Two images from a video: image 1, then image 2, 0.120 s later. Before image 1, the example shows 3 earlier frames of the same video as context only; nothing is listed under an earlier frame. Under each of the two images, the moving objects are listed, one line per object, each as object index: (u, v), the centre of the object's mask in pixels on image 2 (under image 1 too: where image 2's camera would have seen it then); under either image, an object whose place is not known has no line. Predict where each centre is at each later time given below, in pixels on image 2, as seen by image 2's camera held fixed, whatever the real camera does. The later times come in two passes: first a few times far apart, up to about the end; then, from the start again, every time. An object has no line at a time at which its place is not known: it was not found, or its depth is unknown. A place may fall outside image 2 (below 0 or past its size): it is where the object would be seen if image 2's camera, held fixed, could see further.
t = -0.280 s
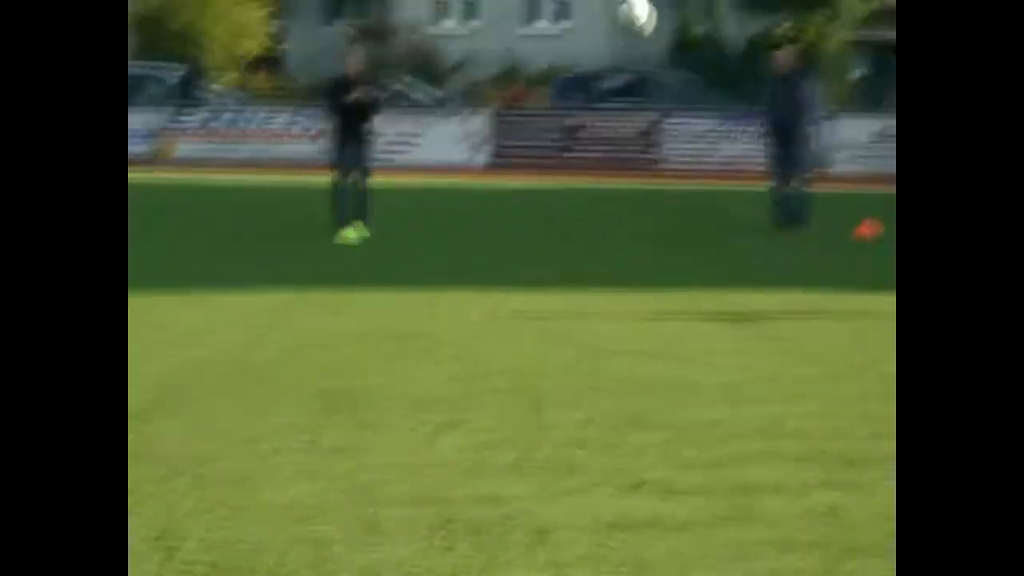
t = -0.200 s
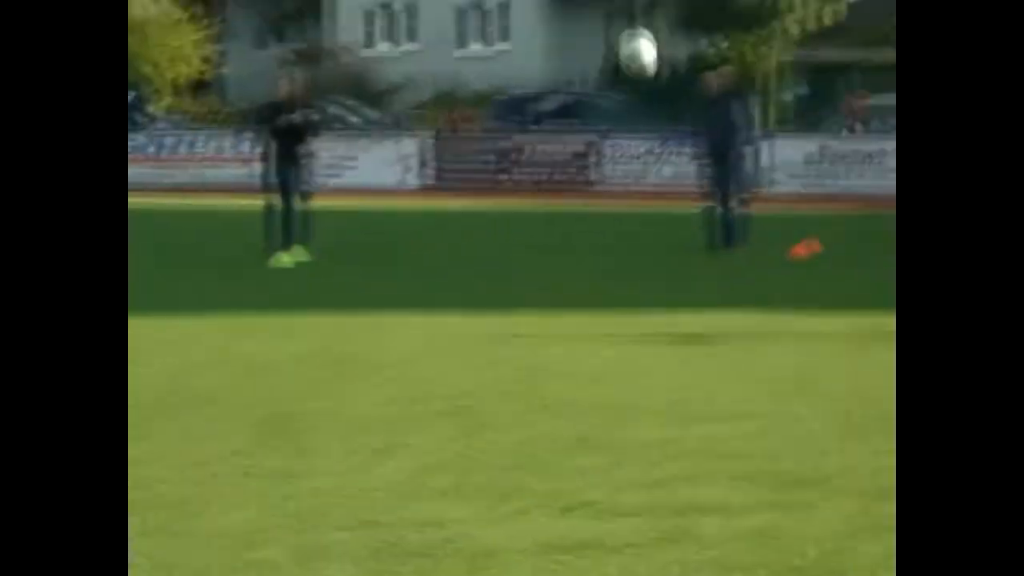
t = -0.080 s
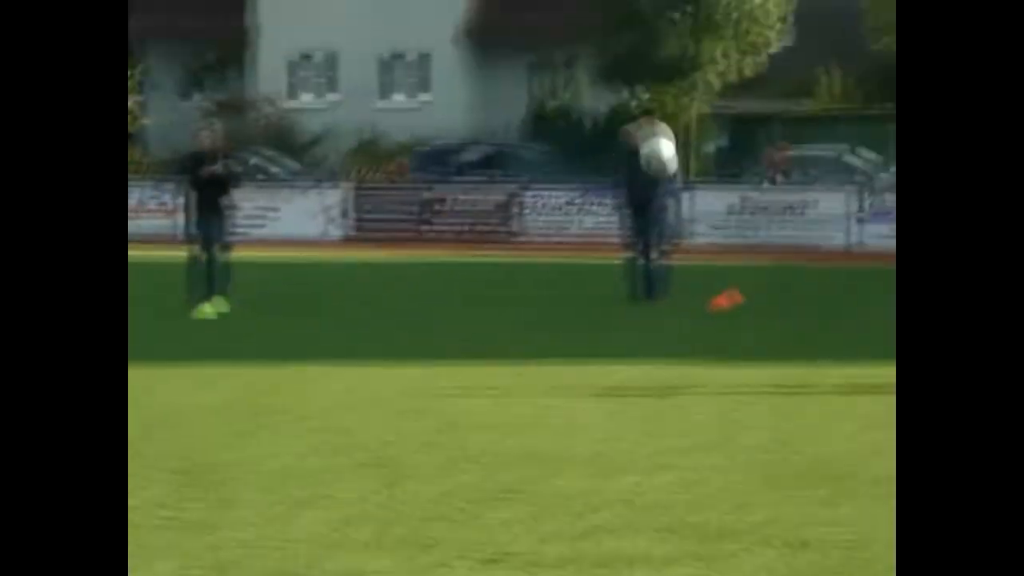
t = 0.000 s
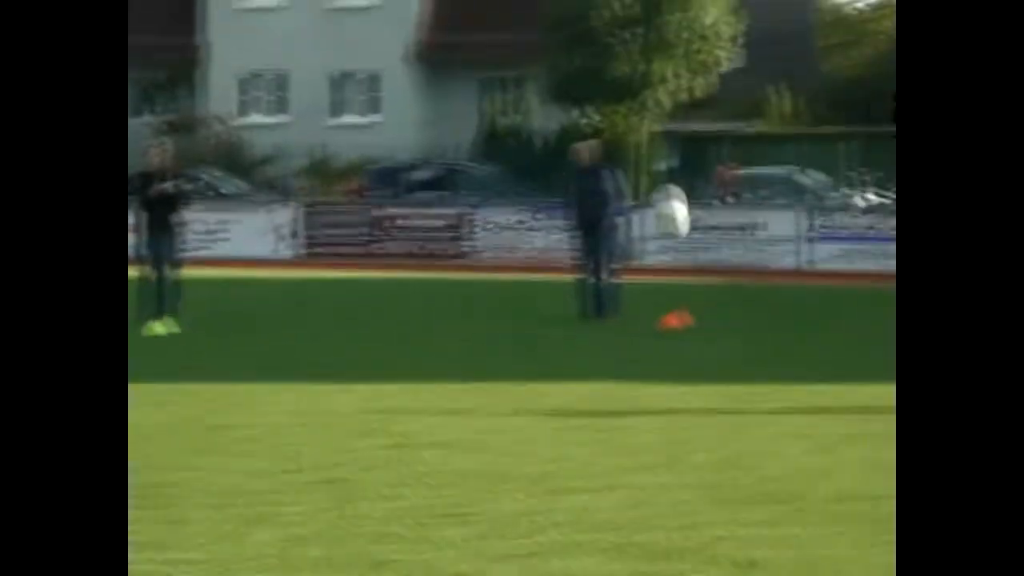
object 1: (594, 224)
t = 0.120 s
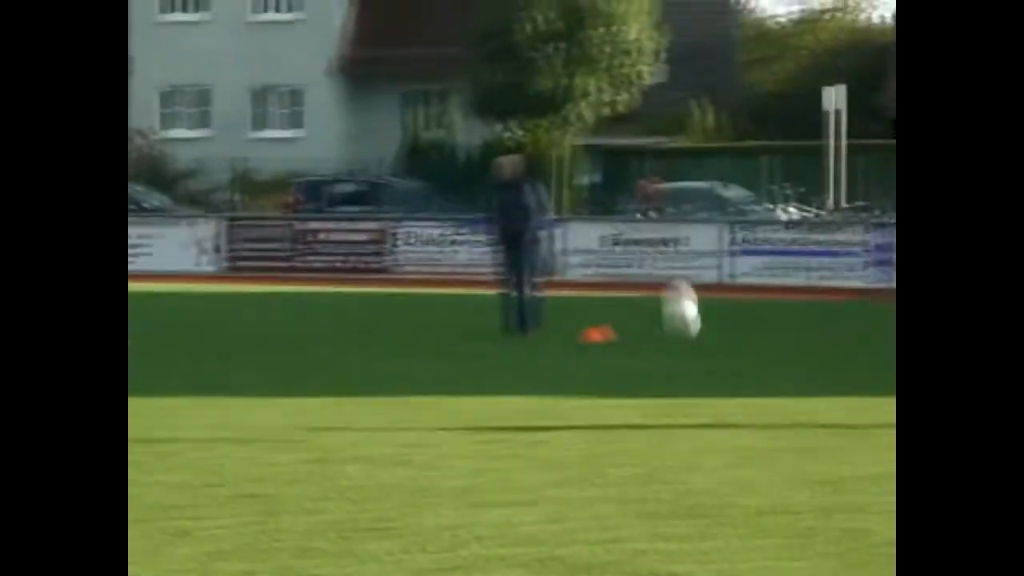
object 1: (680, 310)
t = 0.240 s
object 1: (764, 413)
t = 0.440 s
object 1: (905, 315)
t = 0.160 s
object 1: (708, 343)
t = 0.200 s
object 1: (735, 376)
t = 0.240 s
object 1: (764, 413)
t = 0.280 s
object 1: (793, 408)
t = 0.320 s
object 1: (820, 382)
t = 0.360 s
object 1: (847, 357)
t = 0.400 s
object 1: (877, 334)
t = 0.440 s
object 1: (905, 315)
